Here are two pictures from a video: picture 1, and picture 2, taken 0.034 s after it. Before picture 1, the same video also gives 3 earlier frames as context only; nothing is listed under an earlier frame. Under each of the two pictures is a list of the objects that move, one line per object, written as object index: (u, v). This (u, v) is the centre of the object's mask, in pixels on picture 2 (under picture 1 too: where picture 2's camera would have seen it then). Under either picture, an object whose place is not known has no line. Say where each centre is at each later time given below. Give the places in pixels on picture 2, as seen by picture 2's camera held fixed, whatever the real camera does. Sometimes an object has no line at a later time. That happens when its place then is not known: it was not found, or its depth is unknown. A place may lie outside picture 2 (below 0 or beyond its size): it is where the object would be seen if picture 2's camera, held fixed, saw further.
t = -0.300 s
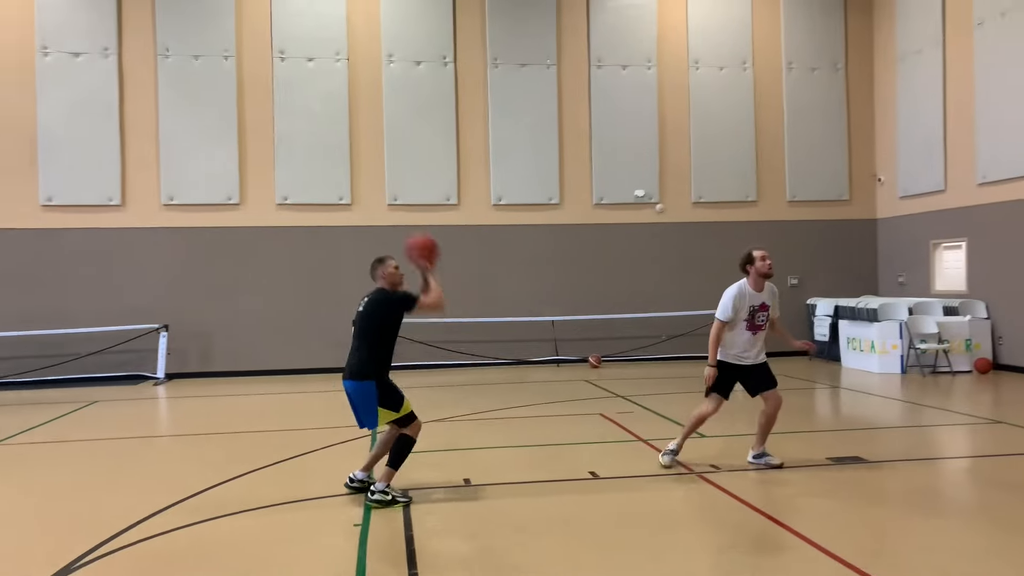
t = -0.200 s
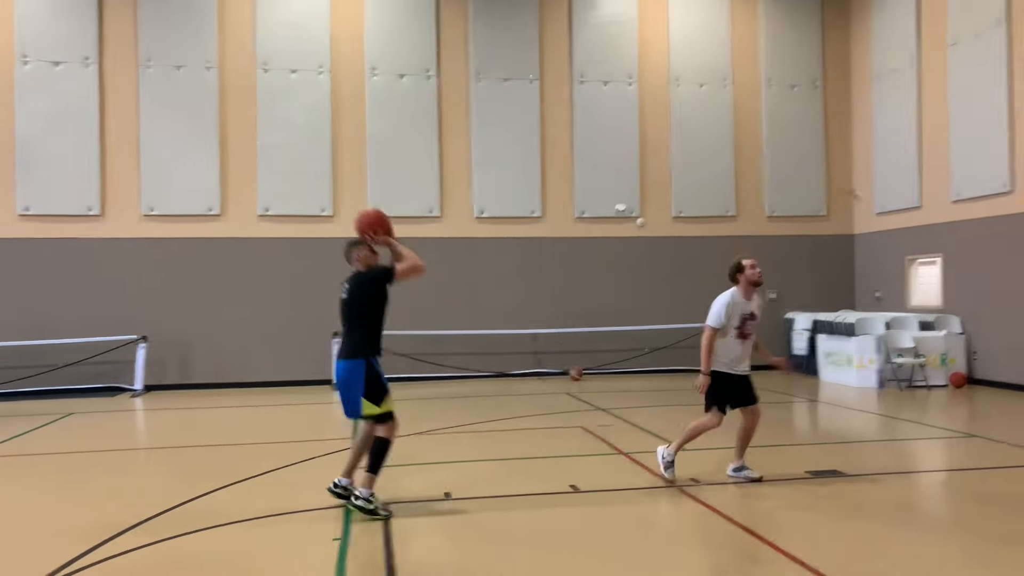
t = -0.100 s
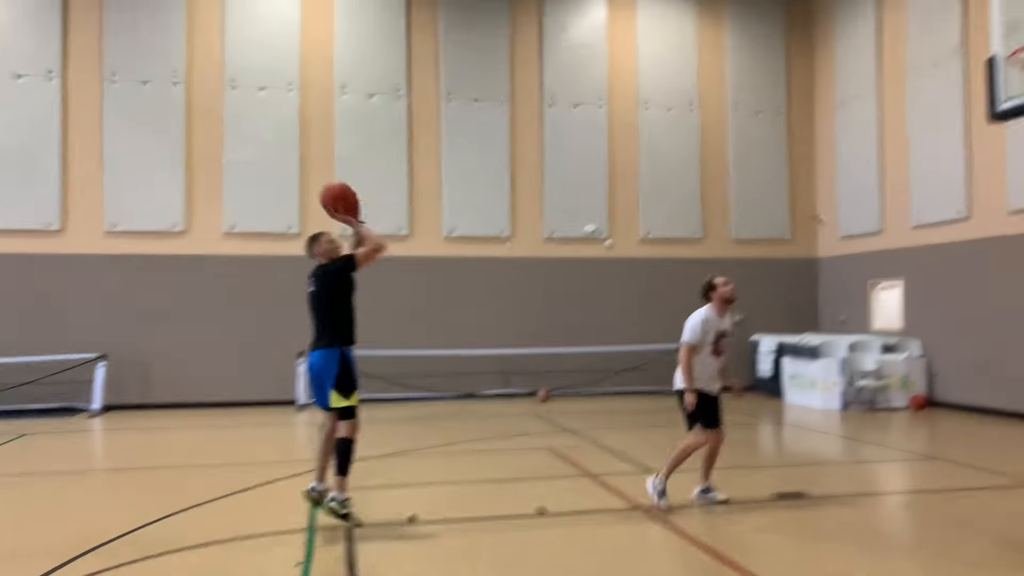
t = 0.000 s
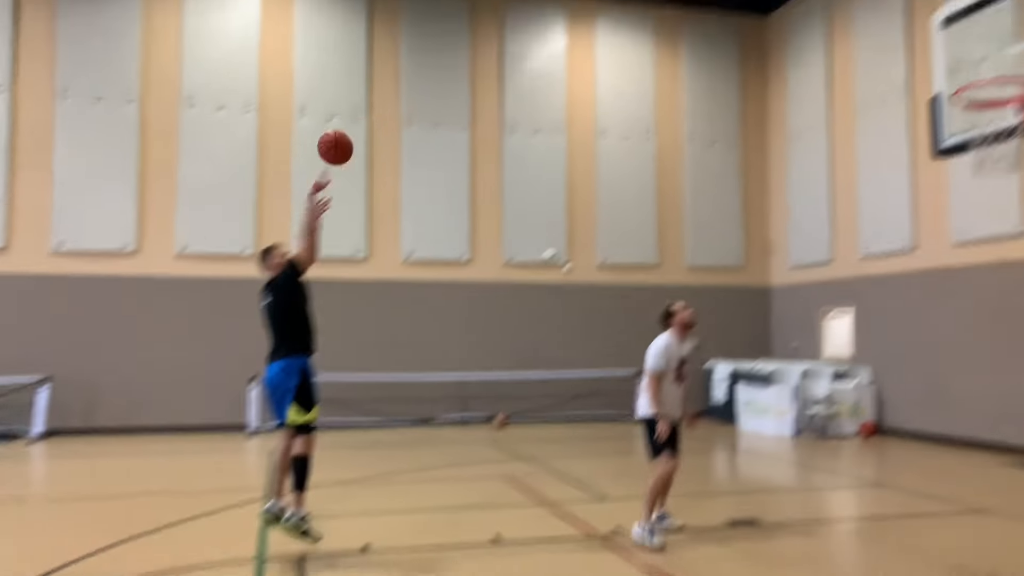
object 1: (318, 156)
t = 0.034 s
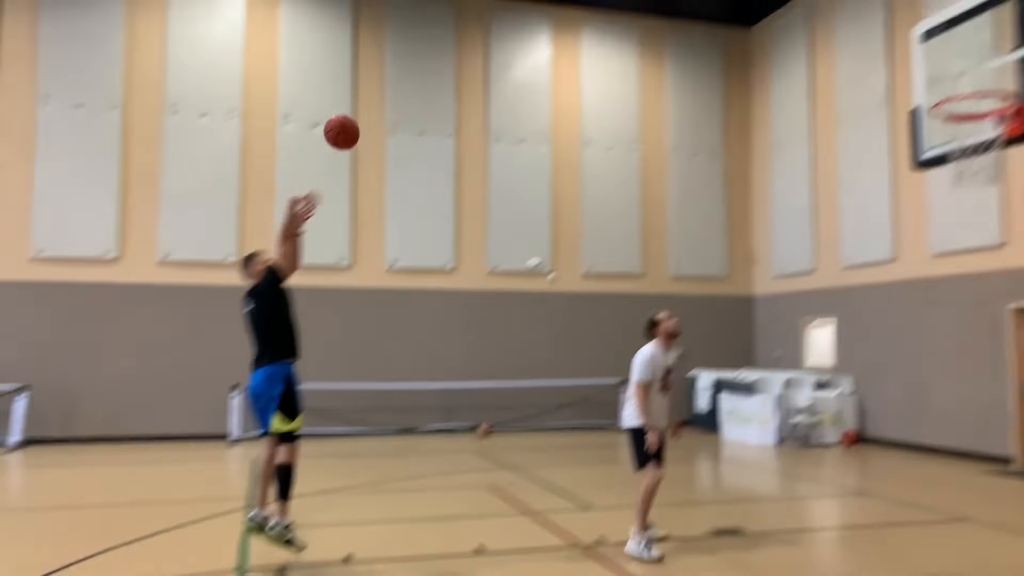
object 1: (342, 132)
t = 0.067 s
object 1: (364, 111)
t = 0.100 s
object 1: (387, 91)
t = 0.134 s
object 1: (409, 72)
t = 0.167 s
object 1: (431, 55)
